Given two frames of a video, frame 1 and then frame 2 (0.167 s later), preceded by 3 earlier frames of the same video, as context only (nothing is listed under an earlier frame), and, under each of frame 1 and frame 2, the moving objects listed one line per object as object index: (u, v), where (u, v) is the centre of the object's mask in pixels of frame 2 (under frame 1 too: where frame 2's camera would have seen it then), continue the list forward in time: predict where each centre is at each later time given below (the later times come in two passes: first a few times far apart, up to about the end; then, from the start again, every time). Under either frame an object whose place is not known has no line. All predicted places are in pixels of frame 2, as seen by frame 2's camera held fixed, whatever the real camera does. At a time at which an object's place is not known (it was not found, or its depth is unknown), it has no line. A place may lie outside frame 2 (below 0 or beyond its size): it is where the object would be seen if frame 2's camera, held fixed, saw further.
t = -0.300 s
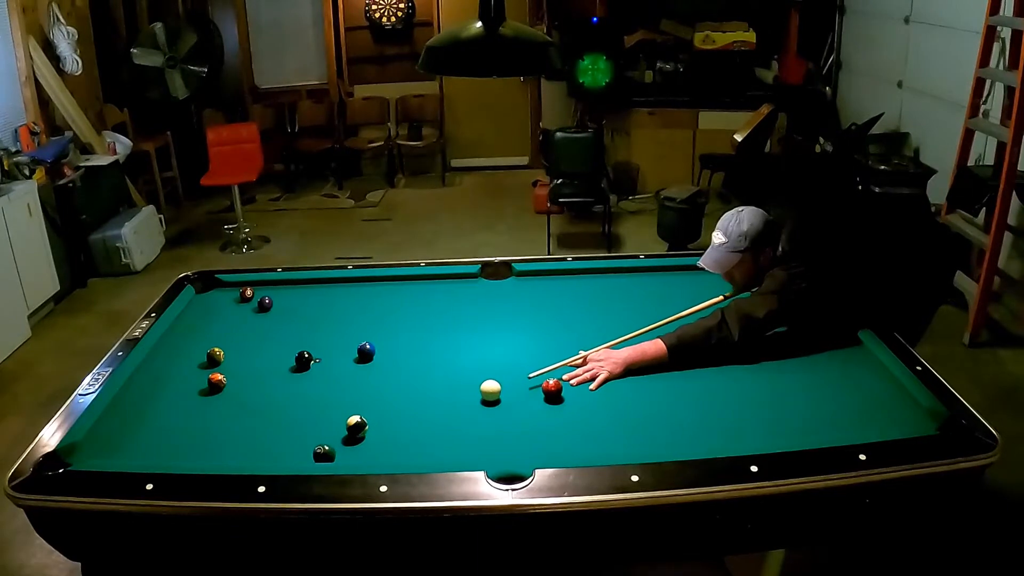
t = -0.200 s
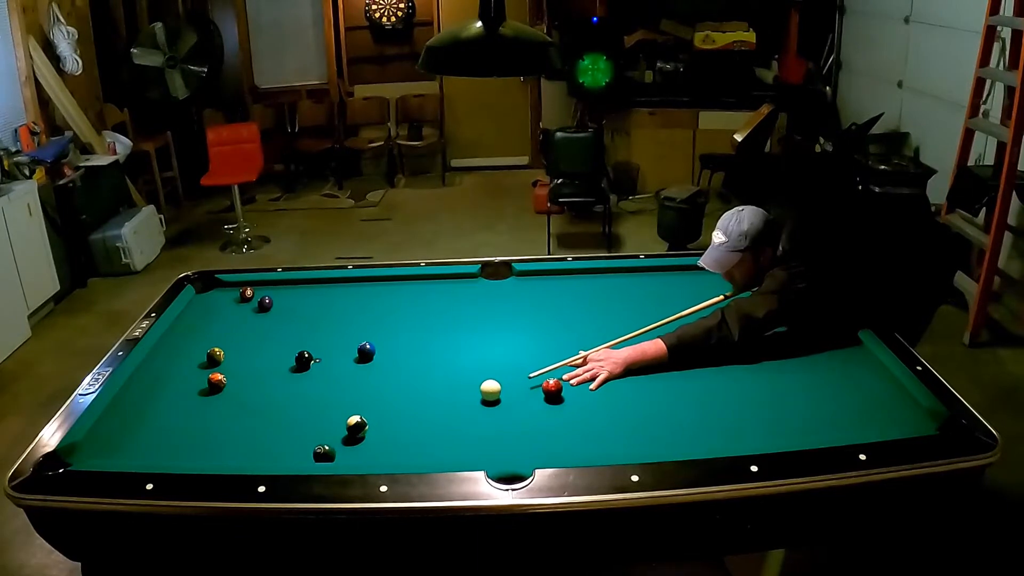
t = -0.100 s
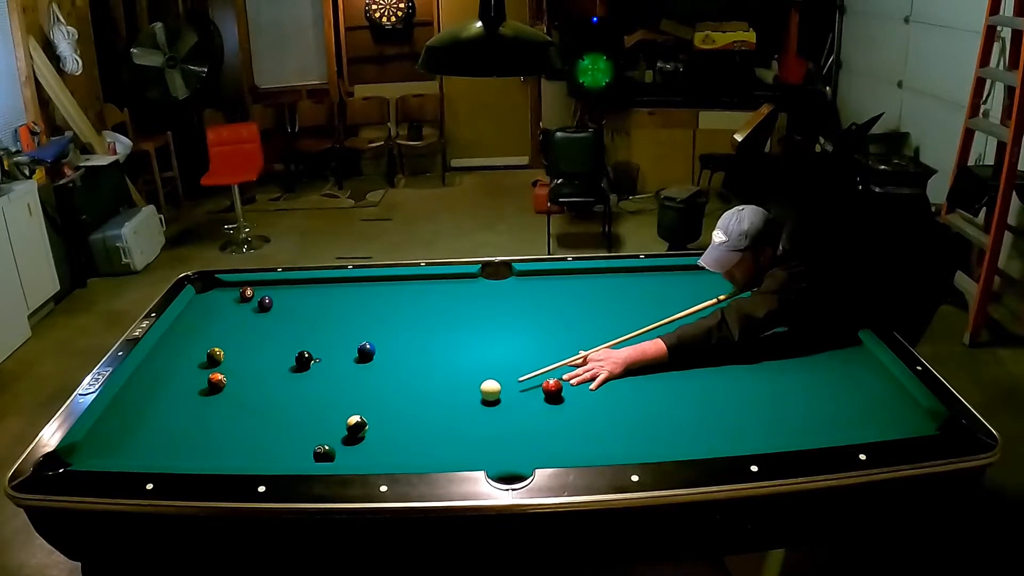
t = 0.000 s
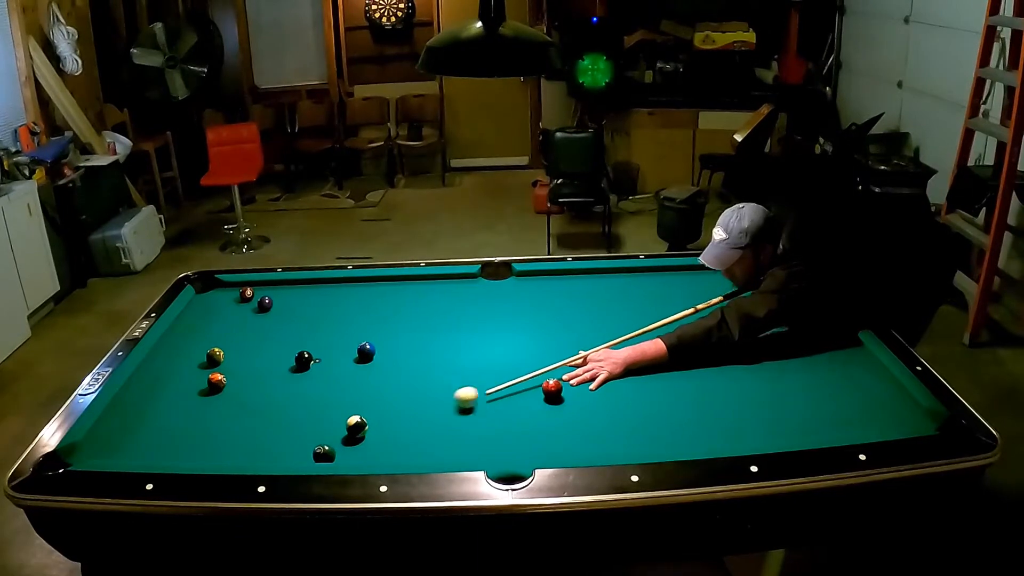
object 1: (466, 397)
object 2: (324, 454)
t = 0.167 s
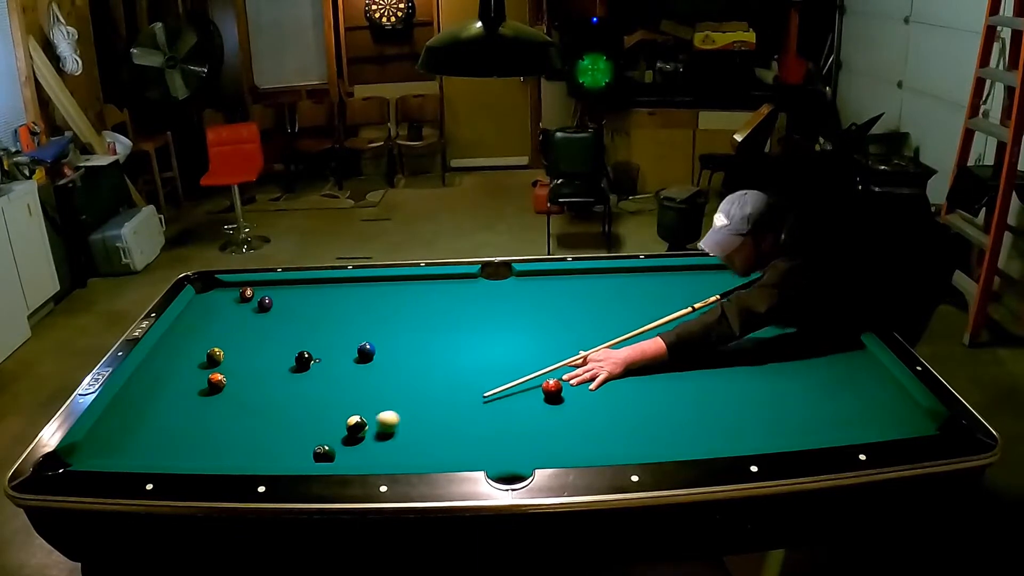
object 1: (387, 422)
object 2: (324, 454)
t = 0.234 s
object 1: (379, 428)
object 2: (324, 454)
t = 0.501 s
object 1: (355, 450)
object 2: (324, 454)
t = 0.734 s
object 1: (348, 452)
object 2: (320, 453)
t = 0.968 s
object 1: (351, 445)
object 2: (315, 453)
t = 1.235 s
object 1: (355, 438)
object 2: (312, 453)
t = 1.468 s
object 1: (358, 433)
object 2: (311, 453)
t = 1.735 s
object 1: (360, 430)
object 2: (311, 453)
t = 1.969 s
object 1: (362, 428)
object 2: (311, 453)
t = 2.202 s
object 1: (361, 428)
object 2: (311, 453)
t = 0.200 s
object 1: (379, 425)
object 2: (324, 454)
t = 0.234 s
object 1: (379, 428)
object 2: (324, 454)
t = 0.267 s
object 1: (376, 430)
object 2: (324, 454)
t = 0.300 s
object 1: (373, 433)
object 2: (324, 454)
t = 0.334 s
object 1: (370, 436)
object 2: (324, 454)
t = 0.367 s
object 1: (367, 439)
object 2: (324, 454)
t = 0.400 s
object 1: (364, 441)
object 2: (324, 454)
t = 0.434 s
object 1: (361, 444)
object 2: (324, 454)
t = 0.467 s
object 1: (358, 447)
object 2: (324, 454)
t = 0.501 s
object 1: (355, 450)
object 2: (324, 454)
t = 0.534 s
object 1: (352, 452)
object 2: (324, 454)
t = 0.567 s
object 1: (350, 454)
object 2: (324, 454)
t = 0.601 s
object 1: (347, 455)
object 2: (324, 454)
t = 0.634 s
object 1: (346, 454)
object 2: (323, 454)
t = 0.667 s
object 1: (347, 454)
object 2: (322, 454)
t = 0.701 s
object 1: (347, 453)
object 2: (321, 454)
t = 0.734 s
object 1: (348, 452)
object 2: (320, 453)
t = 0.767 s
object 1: (348, 452)
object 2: (319, 453)
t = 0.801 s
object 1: (349, 451)
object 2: (318, 453)
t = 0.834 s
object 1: (349, 450)
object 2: (318, 453)
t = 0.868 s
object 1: (350, 448)
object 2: (317, 453)
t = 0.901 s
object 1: (350, 447)
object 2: (316, 453)
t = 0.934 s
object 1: (351, 446)
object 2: (315, 453)
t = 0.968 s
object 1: (351, 445)
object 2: (315, 453)
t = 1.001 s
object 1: (352, 444)
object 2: (314, 453)
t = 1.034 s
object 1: (353, 443)
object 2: (314, 453)
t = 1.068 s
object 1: (353, 442)
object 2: (313, 453)
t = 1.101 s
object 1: (353, 441)
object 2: (313, 453)
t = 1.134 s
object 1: (354, 440)
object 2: (312, 453)
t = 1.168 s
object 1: (354, 439)
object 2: (312, 453)
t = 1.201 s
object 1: (355, 439)
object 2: (312, 453)
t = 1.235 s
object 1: (355, 438)
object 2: (312, 453)
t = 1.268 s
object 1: (355, 437)
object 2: (311, 453)
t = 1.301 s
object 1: (356, 437)
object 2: (311, 453)
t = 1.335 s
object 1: (356, 436)
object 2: (311, 453)
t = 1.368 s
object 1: (357, 435)
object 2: (311, 453)
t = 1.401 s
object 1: (357, 434)
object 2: (311, 453)
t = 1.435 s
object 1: (358, 434)
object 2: (311, 453)
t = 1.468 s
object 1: (358, 433)
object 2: (311, 453)
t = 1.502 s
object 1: (358, 433)
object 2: (311, 453)
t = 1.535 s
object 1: (359, 433)
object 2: (311, 453)
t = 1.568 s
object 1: (359, 432)
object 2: (311, 453)
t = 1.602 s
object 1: (359, 431)
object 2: (311, 453)
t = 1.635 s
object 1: (360, 431)
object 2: (311, 453)
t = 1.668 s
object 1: (360, 431)
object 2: (311, 453)
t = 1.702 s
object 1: (360, 431)
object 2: (311, 453)
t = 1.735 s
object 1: (360, 430)
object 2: (311, 453)
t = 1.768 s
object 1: (361, 430)
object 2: (311, 453)
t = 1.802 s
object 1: (361, 430)
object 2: (311, 453)
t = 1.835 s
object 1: (361, 429)
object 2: (311, 453)
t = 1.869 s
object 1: (361, 429)
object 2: (311, 453)
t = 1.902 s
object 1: (361, 429)
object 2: (311, 453)
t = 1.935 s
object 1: (362, 428)
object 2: (311, 453)
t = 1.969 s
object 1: (362, 428)
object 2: (311, 453)
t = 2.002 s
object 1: (362, 428)
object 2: (311, 453)
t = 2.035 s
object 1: (362, 428)
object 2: (311, 453)
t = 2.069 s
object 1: (362, 428)
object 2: (311, 453)
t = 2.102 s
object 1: (362, 428)
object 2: (311, 453)
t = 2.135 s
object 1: (362, 428)
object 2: (311, 453)
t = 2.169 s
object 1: (362, 428)
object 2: (311, 453)
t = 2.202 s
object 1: (361, 428)
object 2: (311, 453)
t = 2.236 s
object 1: (361, 428)
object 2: (311, 453)
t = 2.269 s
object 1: (361, 428)
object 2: (311, 453)
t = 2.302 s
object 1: (361, 428)
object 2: (311, 453)
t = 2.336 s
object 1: (361, 428)
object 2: (311, 453)
